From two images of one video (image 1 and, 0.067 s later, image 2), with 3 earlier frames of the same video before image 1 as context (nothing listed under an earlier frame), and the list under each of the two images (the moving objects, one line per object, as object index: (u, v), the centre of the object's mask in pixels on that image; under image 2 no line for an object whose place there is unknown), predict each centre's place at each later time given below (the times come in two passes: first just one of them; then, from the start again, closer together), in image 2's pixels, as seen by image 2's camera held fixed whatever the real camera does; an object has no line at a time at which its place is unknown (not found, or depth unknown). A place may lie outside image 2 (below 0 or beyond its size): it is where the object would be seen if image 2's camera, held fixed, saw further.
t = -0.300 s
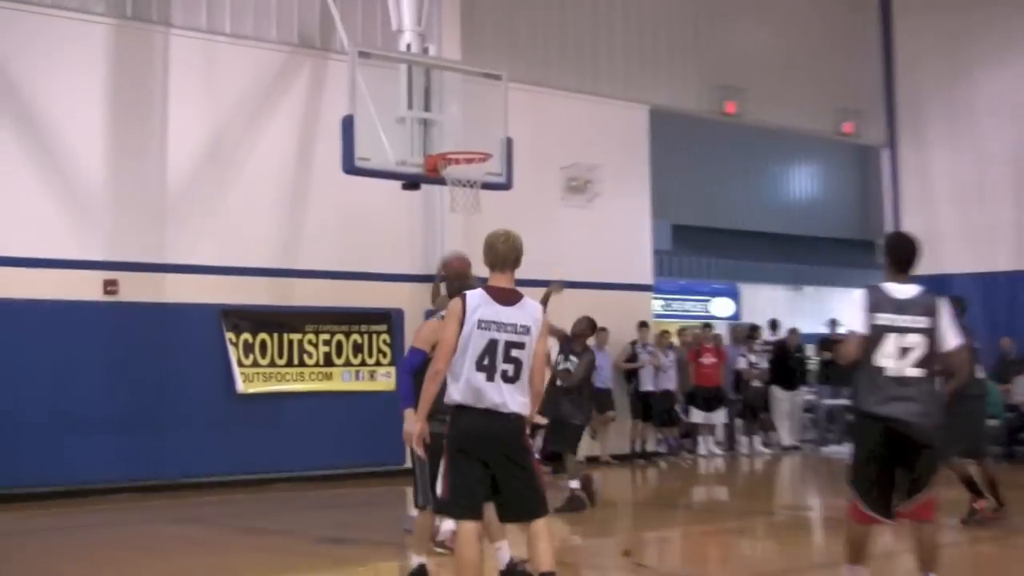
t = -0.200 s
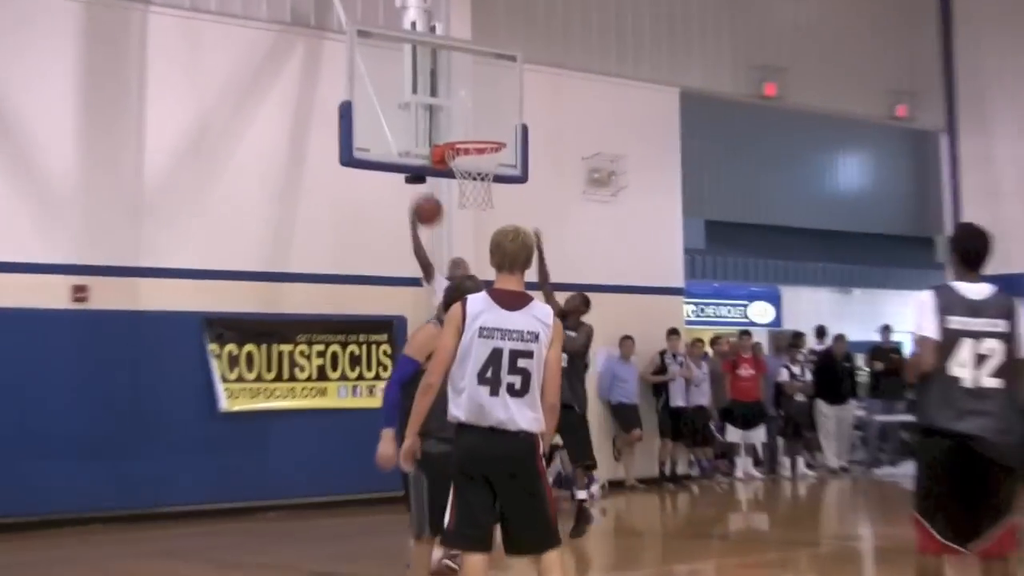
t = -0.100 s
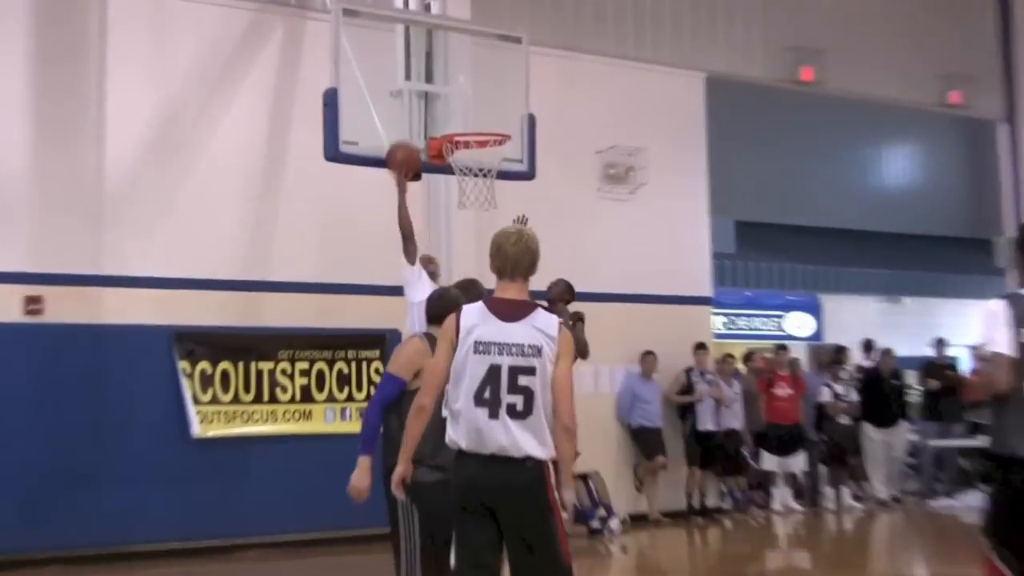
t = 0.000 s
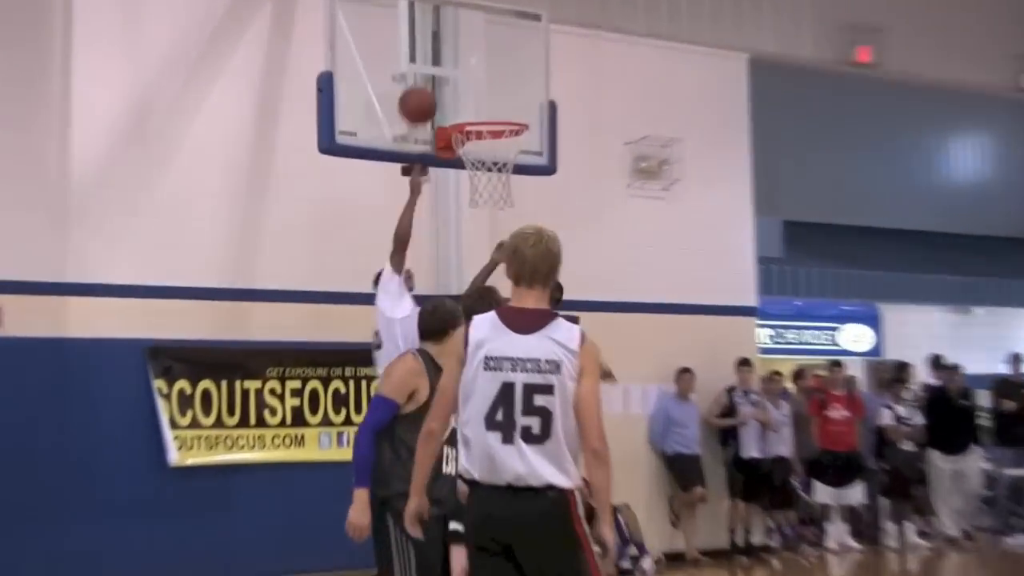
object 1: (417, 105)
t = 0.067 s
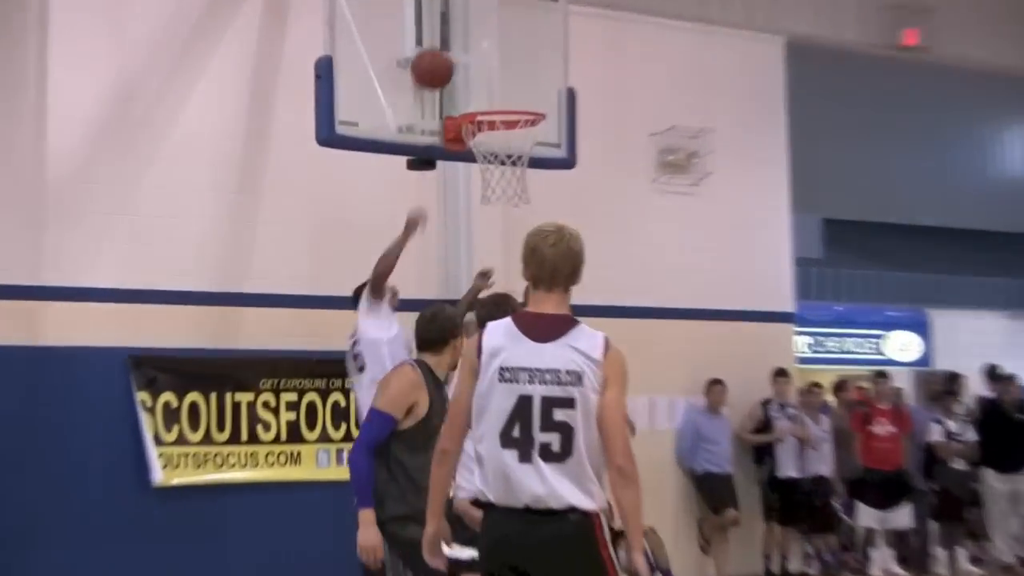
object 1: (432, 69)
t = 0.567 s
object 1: (515, 73)
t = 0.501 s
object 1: (518, 90)
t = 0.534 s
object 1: (517, 81)
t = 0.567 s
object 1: (515, 73)
